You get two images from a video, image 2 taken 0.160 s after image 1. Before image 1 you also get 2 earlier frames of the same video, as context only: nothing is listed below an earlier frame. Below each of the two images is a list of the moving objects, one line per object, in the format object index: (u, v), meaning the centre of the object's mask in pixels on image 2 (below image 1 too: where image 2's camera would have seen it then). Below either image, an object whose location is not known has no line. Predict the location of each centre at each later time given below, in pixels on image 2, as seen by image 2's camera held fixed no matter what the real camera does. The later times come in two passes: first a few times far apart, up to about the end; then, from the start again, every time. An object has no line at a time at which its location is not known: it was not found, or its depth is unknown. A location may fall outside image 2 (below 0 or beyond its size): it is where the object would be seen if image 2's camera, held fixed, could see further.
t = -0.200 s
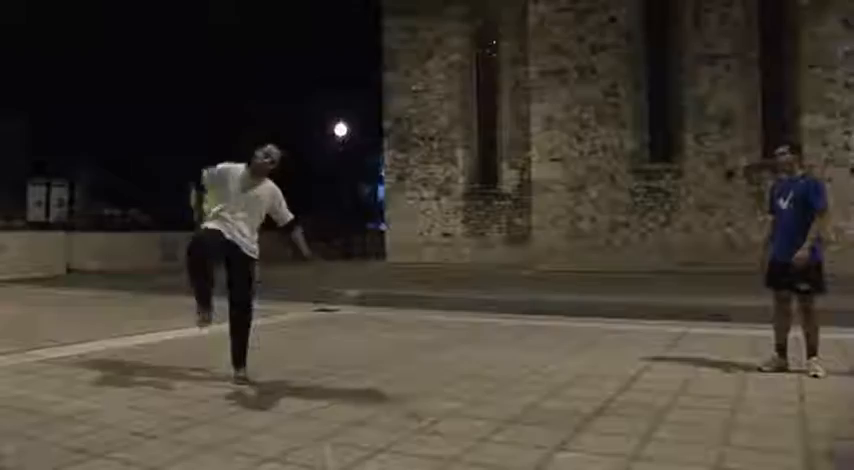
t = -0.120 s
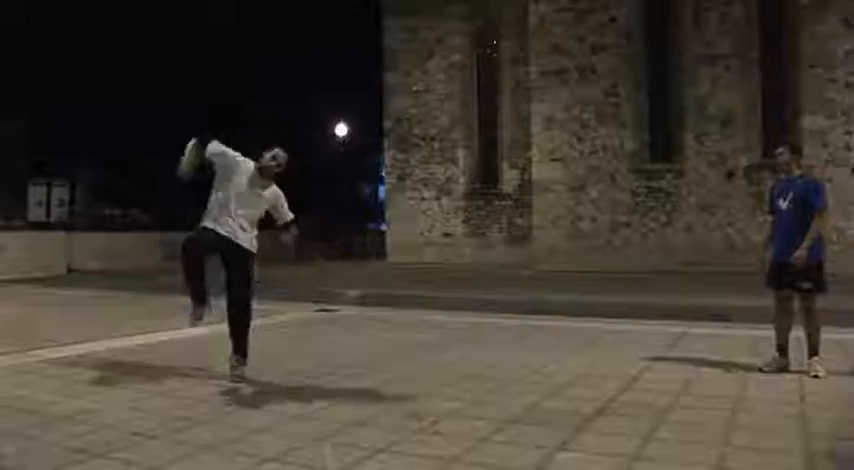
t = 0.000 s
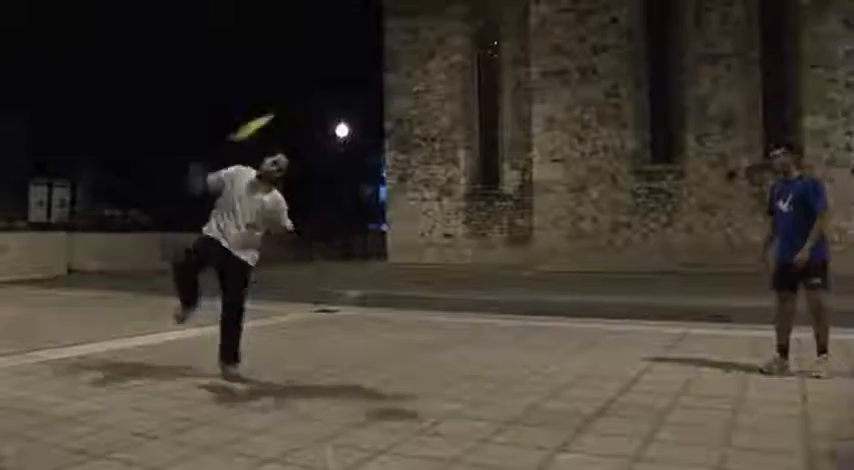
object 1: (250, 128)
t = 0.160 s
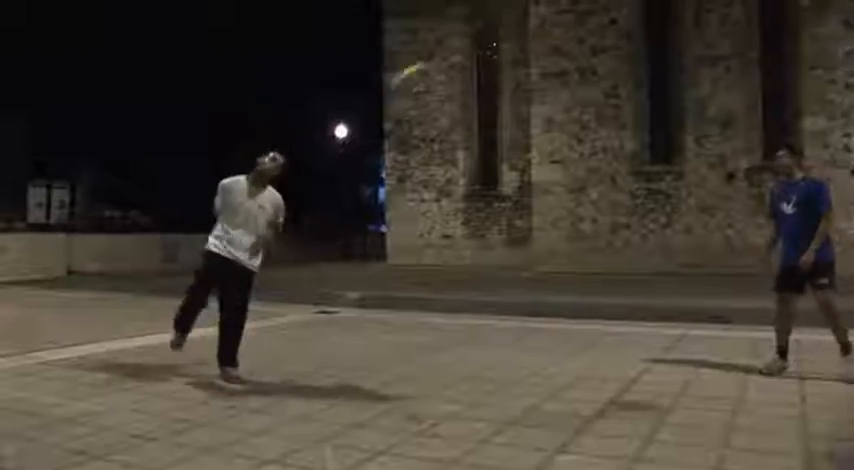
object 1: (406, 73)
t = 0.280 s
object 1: (497, 43)
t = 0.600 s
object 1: (666, 15)
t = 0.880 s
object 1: (759, 39)
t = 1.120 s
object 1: (816, 85)
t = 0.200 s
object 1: (438, 62)
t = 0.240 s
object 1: (470, 52)
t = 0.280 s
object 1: (497, 43)
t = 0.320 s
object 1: (524, 36)
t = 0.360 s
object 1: (548, 29)
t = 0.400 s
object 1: (569, 25)
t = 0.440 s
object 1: (593, 20)
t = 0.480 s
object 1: (611, 18)
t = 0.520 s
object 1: (631, 16)
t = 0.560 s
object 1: (648, 15)
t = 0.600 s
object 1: (666, 15)
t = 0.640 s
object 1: (682, 16)
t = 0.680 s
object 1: (697, 18)
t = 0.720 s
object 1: (712, 20)
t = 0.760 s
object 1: (725, 24)
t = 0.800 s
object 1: (738, 28)
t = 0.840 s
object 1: (750, 33)
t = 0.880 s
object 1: (759, 39)
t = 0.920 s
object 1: (771, 45)
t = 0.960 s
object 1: (781, 52)
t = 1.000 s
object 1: (790, 60)
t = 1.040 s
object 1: (799, 67)
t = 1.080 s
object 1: (806, 76)
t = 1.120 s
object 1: (816, 85)
